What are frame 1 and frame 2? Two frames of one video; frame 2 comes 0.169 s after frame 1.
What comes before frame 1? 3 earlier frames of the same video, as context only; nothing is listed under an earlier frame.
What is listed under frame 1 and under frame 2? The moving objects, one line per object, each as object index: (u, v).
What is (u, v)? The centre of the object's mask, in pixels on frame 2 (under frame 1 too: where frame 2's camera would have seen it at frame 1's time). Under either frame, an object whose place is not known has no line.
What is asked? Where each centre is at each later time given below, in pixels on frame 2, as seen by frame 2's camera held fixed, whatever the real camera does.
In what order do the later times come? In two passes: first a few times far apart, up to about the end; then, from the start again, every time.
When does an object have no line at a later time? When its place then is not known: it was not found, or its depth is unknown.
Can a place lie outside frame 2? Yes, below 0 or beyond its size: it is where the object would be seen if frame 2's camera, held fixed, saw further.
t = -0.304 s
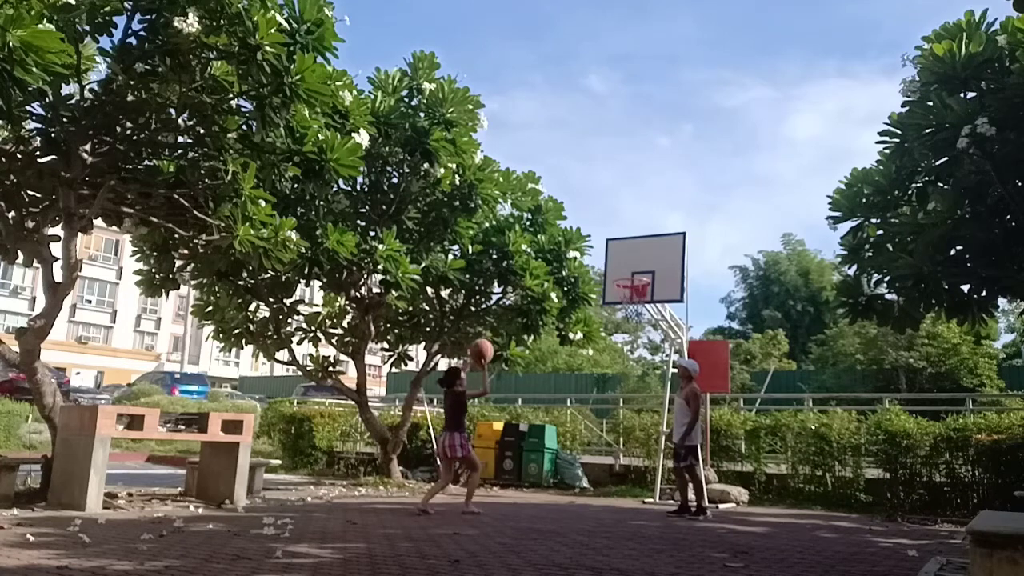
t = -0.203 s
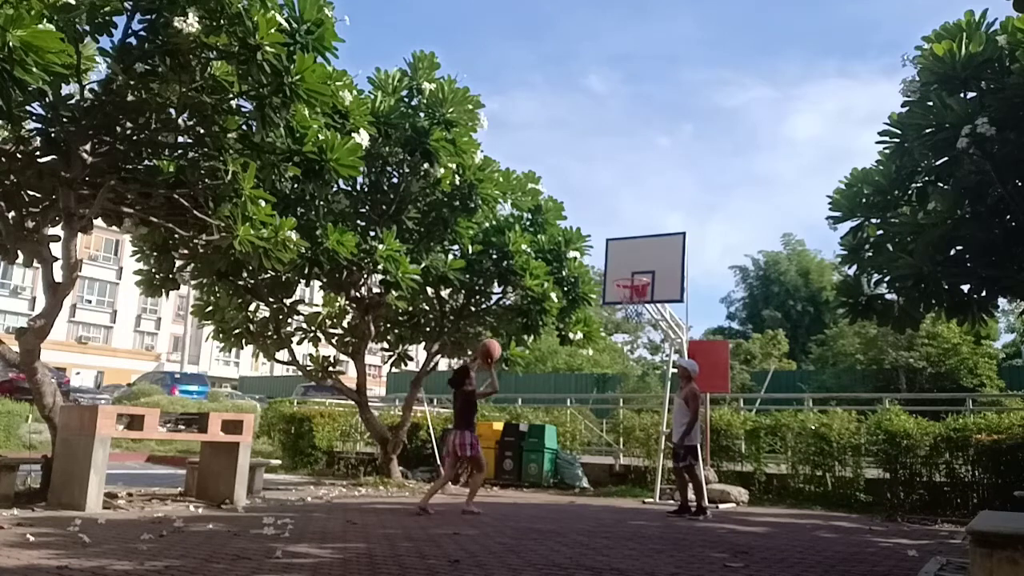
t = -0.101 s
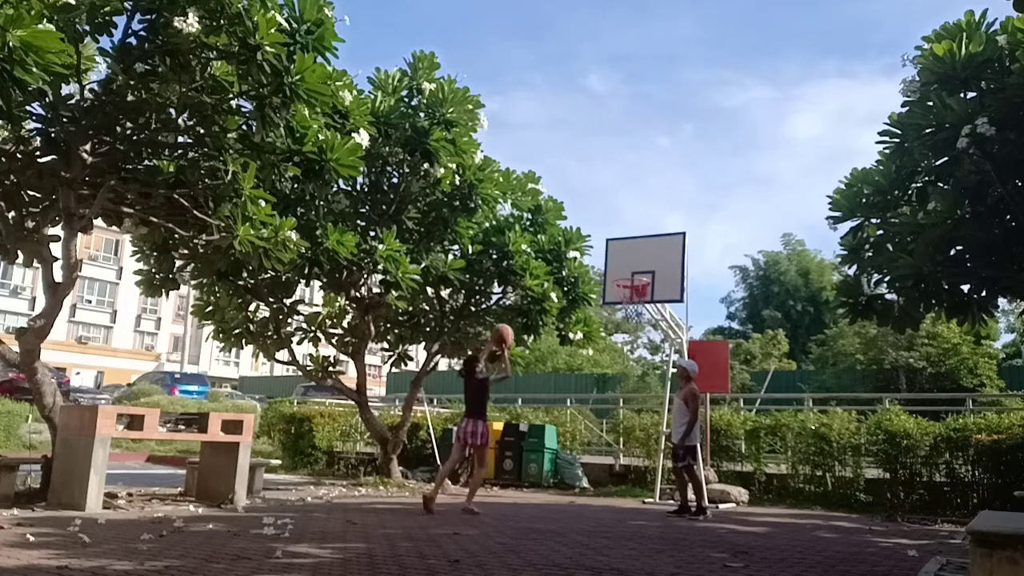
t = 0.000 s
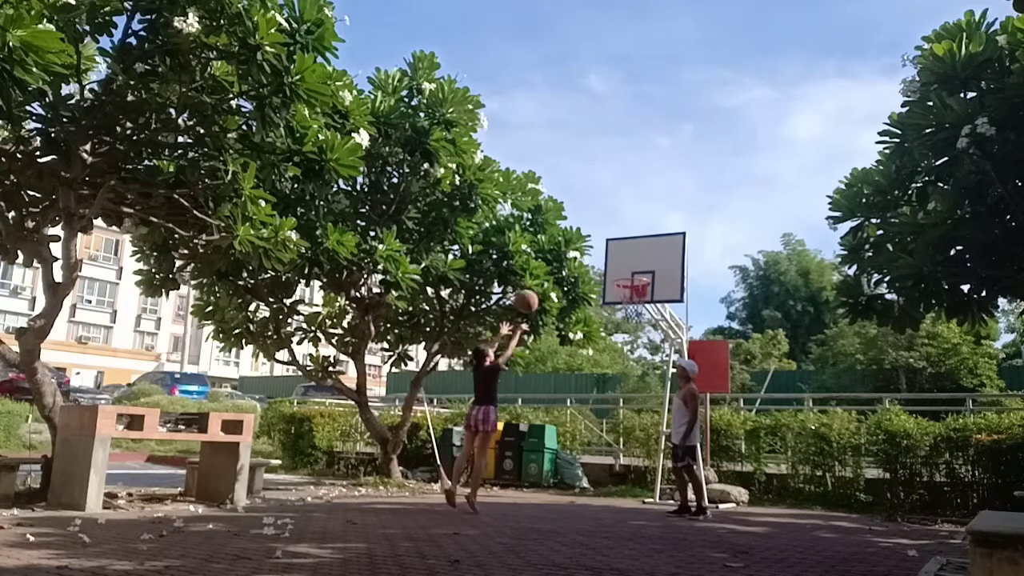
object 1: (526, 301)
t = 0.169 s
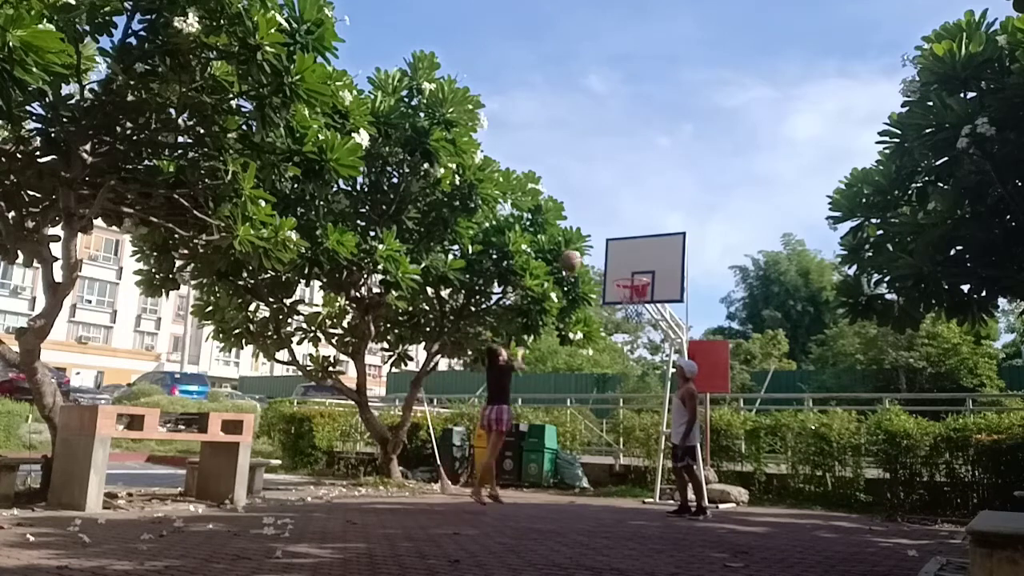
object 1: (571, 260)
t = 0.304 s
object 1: (600, 249)
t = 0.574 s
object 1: (639, 260)
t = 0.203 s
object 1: (577, 256)
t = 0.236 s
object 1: (585, 253)
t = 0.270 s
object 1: (592, 251)
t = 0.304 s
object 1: (600, 249)
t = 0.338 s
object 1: (607, 249)
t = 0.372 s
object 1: (615, 249)
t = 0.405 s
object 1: (622, 251)
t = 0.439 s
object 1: (628, 253)
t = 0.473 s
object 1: (635, 256)
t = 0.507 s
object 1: (641, 259)
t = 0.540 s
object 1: (640, 259)
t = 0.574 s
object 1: (639, 260)
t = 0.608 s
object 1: (639, 262)
